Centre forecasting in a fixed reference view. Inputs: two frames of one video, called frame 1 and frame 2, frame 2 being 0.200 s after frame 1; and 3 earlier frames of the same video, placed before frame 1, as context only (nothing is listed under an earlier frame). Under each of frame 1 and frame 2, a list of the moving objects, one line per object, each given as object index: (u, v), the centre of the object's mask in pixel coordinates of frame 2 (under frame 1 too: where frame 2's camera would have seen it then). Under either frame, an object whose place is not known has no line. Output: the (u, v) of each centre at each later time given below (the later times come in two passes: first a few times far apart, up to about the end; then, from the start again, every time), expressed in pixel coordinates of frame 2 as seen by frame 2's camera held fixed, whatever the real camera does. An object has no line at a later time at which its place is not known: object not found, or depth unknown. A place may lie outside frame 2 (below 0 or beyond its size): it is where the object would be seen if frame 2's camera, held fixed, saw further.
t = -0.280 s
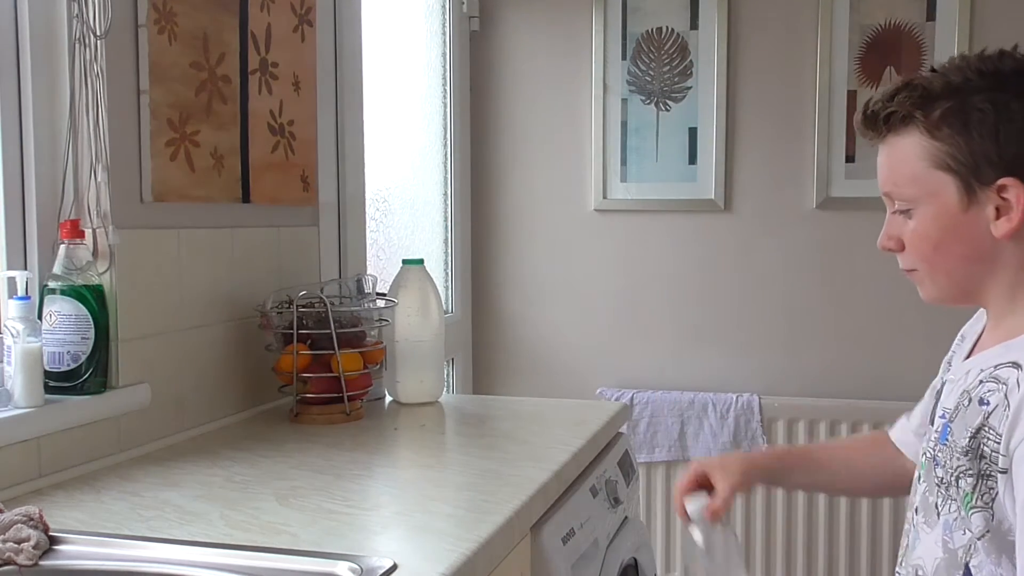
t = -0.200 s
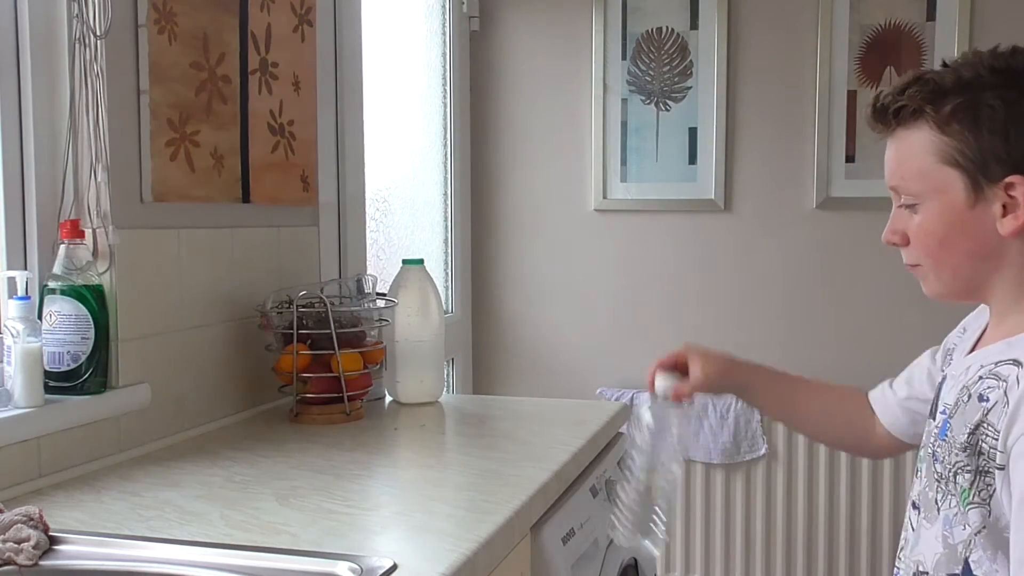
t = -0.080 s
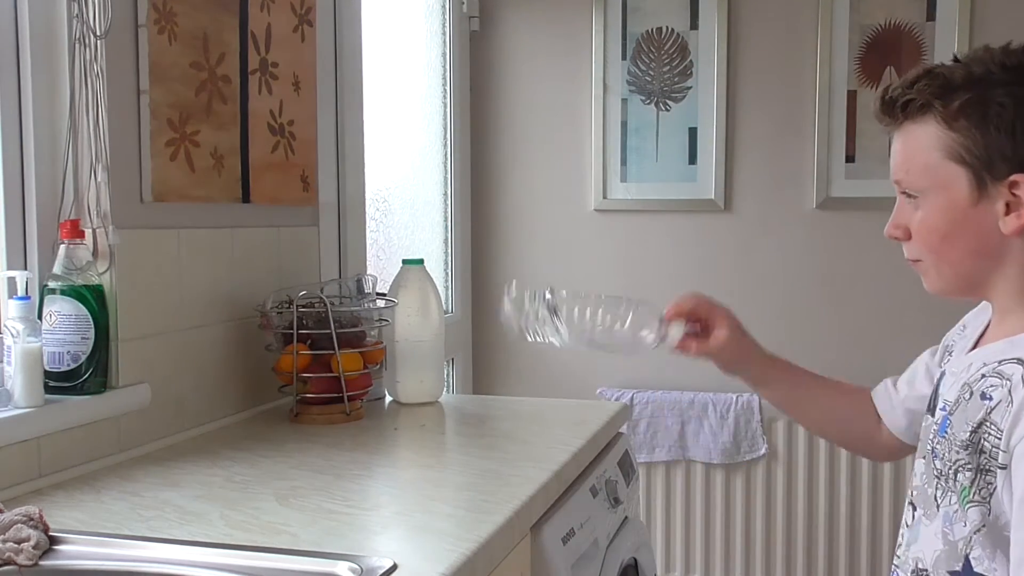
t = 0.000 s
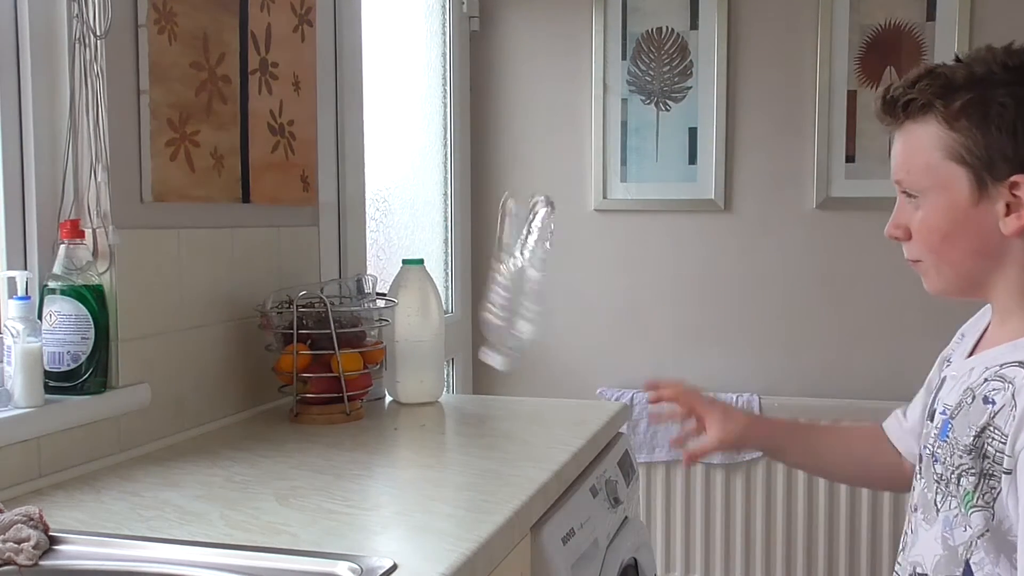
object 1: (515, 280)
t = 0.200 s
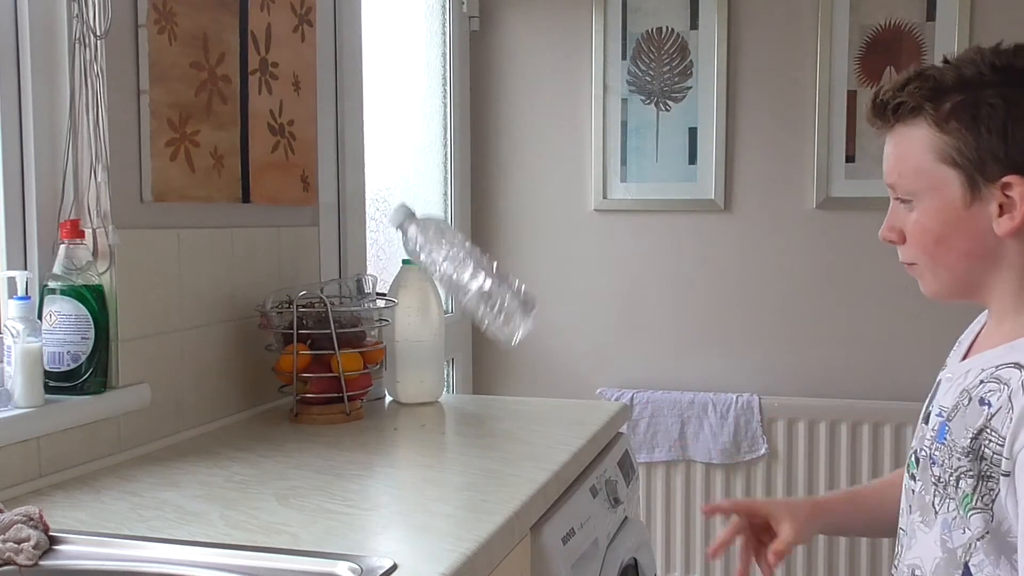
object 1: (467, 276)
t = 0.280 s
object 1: (446, 383)
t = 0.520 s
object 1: (424, 411)
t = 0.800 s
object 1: (438, 412)
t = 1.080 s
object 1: (461, 412)
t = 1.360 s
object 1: (461, 412)
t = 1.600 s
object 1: (461, 412)
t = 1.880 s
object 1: (461, 412)
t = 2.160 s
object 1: (461, 412)
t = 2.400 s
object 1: (461, 412)
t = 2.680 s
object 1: (461, 412)
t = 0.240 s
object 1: (459, 324)
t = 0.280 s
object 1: (446, 383)
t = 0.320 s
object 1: (441, 412)
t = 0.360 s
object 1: (435, 412)
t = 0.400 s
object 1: (431, 411)
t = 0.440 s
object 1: (429, 410)
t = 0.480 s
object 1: (426, 411)
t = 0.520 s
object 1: (424, 411)
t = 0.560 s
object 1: (423, 410)
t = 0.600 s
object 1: (422, 410)
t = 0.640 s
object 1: (422, 411)
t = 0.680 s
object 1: (423, 411)
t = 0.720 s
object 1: (426, 411)
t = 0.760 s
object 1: (431, 411)
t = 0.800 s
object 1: (438, 412)
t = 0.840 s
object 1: (449, 412)
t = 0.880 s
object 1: (456, 411)
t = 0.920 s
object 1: (458, 412)
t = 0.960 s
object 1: (457, 412)
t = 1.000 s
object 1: (460, 412)
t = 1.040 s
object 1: (461, 412)
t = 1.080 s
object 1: (461, 412)
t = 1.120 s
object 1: (461, 412)
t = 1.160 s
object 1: (461, 412)
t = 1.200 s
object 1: (462, 412)
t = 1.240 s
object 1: (461, 412)
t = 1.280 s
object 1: (461, 412)
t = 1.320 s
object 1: (461, 412)
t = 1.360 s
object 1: (461, 412)
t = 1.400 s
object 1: (461, 412)
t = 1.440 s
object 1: (461, 412)
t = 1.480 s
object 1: (461, 412)
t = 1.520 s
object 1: (461, 412)
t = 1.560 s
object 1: (461, 412)
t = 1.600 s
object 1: (461, 412)
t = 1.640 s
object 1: (461, 412)
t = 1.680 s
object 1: (461, 412)
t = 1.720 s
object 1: (461, 412)
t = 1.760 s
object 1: (461, 412)
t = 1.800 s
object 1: (461, 412)
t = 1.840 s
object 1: (461, 412)
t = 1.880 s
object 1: (461, 412)
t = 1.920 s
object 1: (461, 412)
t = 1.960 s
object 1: (461, 412)
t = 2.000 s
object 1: (461, 412)
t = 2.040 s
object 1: (461, 412)
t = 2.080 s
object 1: (461, 412)
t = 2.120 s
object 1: (461, 412)
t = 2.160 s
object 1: (461, 412)
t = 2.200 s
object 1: (461, 412)
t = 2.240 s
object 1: (461, 412)
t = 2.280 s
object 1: (461, 412)
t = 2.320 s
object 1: (461, 412)
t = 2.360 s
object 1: (461, 412)
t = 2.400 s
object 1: (461, 412)
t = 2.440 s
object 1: (461, 412)
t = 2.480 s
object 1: (461, 412)
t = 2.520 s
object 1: (461, 412)
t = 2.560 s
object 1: (461, 412)
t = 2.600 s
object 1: (461, 412)
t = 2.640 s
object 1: (461, 412)
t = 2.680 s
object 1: (461, 412)
